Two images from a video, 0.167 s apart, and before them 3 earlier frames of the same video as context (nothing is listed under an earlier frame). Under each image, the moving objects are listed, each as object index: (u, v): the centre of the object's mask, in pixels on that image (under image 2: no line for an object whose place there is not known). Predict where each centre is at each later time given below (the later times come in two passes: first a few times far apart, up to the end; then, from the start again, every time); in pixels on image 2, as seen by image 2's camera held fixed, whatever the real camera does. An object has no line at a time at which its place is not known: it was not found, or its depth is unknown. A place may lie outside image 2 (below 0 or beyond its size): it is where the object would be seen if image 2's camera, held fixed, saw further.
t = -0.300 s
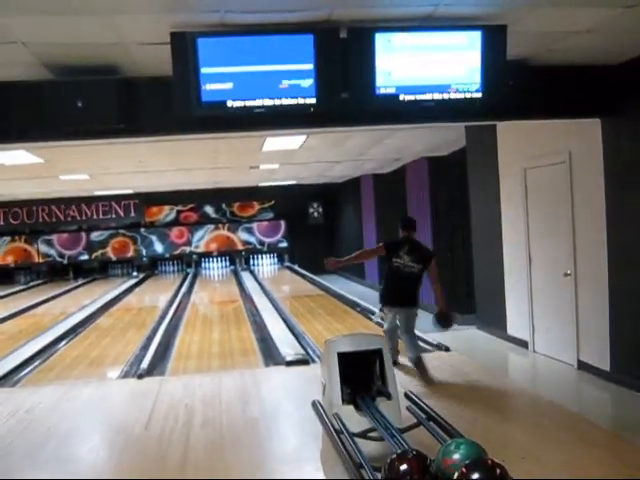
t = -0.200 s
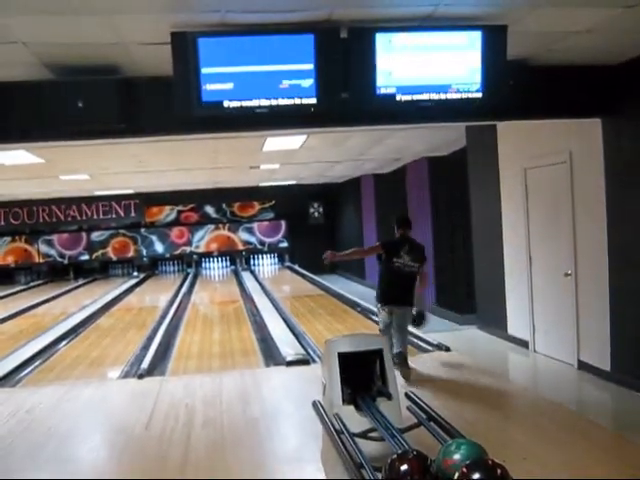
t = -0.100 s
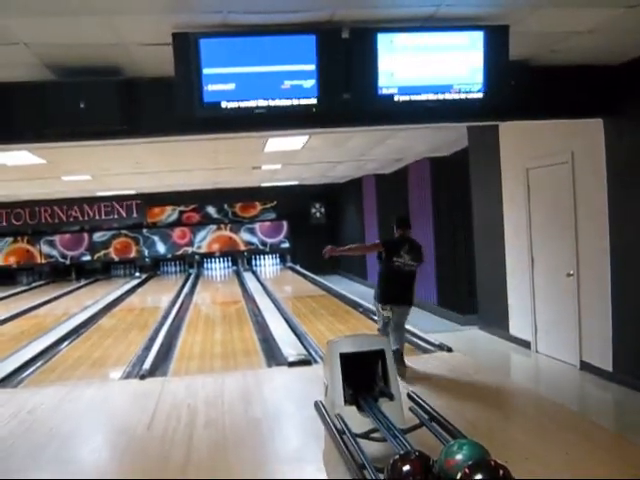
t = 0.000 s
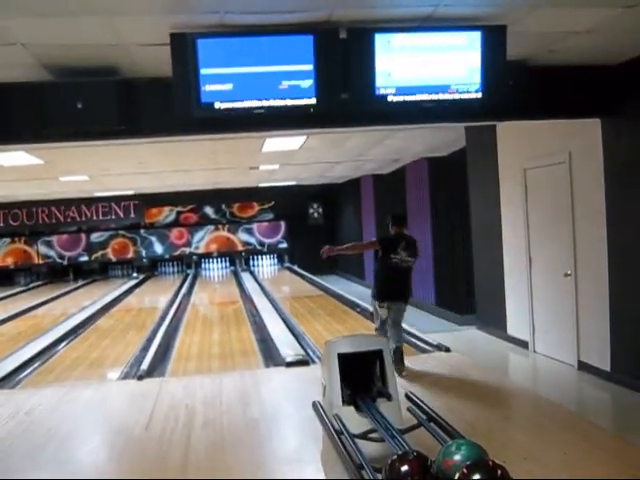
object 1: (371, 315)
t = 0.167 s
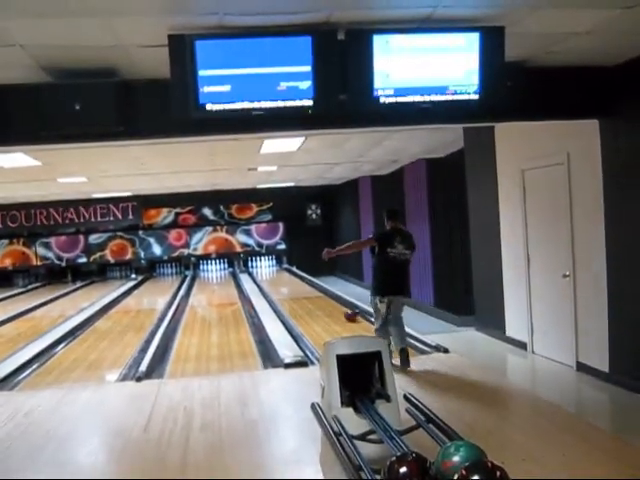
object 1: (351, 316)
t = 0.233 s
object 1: (342, 311)
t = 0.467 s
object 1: (319, 298)
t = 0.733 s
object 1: (301, 291)
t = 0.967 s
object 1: (288, 282)
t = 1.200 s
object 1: (278, 275)
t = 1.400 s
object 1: (271, 273)
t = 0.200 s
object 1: (346, 314)
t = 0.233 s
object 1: (342, 311)
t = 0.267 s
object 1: (338, 309)
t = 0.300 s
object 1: (335, 307)
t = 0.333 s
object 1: (331, 305)
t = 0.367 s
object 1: (328, 303)
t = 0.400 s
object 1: (325, 302)
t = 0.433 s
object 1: (322, 300)
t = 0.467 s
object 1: (319, 298)
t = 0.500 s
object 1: (317, 297)
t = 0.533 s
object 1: (314, 295)
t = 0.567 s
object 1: (311, 294)
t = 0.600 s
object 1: (309, 293)
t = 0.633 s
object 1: (307, 291)
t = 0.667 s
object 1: (305, 290)
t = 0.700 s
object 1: (303, 290)
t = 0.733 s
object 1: (301, 291)
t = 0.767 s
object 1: (299, 290)
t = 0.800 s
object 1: (297, 289)
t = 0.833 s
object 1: (295, 287)
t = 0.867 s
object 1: (293, 285)
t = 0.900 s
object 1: (292, 284)
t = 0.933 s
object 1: (290, 283)
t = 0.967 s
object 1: (288, 282)
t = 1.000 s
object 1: (287, 281)
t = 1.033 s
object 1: (285, 280)
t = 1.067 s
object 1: (284, 279)
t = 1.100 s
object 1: (282, 278)
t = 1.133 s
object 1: (281, 277)
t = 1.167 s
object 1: (280, 276)
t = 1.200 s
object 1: (278, 275)
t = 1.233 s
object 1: (277, 274)
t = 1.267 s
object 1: (276, 275)
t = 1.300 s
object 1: (275, 274)
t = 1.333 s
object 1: (274, 274)
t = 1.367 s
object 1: (273, 273)
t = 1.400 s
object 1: (271, 273)
